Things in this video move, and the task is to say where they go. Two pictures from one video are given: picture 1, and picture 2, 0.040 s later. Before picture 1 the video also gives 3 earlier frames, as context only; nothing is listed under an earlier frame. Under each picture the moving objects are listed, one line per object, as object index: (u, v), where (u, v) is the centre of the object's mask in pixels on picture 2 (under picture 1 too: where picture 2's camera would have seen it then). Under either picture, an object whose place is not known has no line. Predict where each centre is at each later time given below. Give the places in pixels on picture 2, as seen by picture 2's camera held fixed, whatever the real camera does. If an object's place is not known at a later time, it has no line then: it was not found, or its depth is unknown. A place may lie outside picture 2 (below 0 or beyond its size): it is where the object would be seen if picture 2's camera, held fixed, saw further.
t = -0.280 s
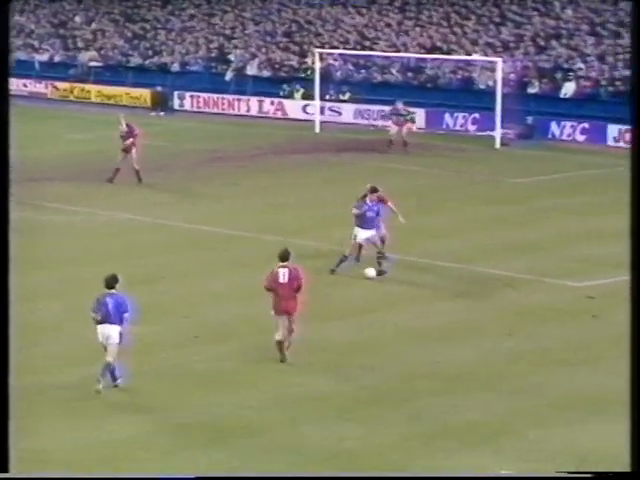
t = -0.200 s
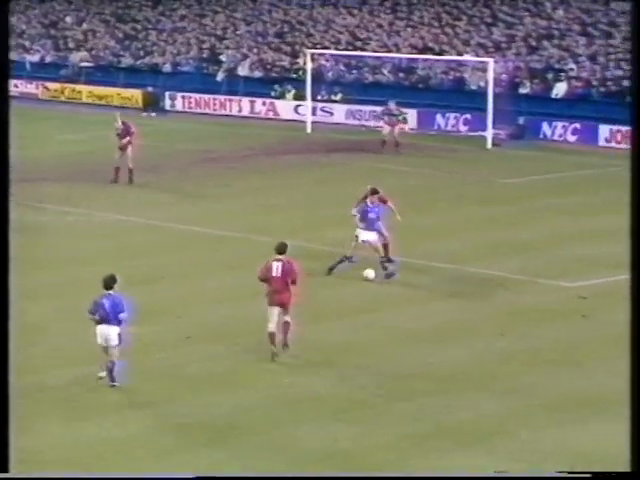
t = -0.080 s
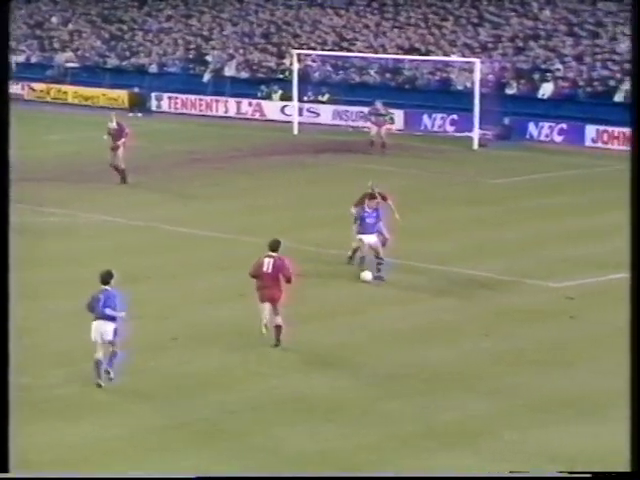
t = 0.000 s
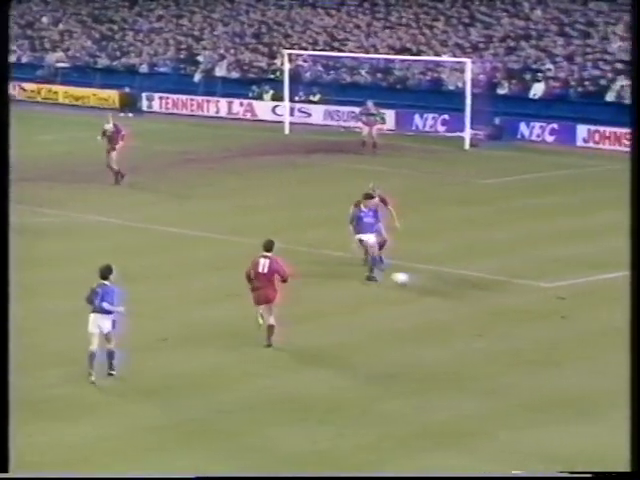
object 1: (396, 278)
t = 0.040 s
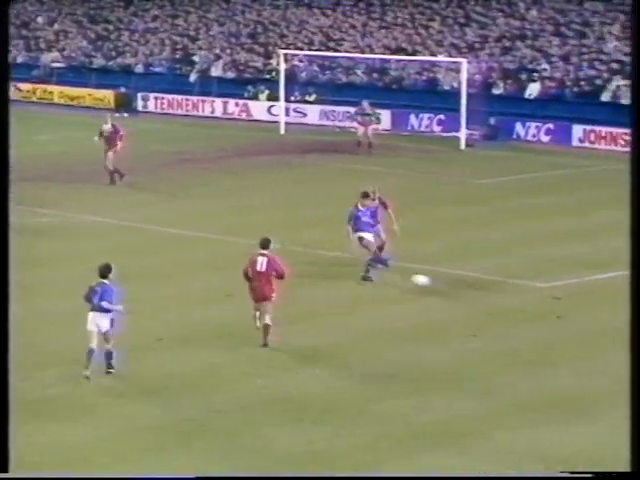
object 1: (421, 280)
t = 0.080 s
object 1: (446, 283)
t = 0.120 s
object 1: (471, 288)
